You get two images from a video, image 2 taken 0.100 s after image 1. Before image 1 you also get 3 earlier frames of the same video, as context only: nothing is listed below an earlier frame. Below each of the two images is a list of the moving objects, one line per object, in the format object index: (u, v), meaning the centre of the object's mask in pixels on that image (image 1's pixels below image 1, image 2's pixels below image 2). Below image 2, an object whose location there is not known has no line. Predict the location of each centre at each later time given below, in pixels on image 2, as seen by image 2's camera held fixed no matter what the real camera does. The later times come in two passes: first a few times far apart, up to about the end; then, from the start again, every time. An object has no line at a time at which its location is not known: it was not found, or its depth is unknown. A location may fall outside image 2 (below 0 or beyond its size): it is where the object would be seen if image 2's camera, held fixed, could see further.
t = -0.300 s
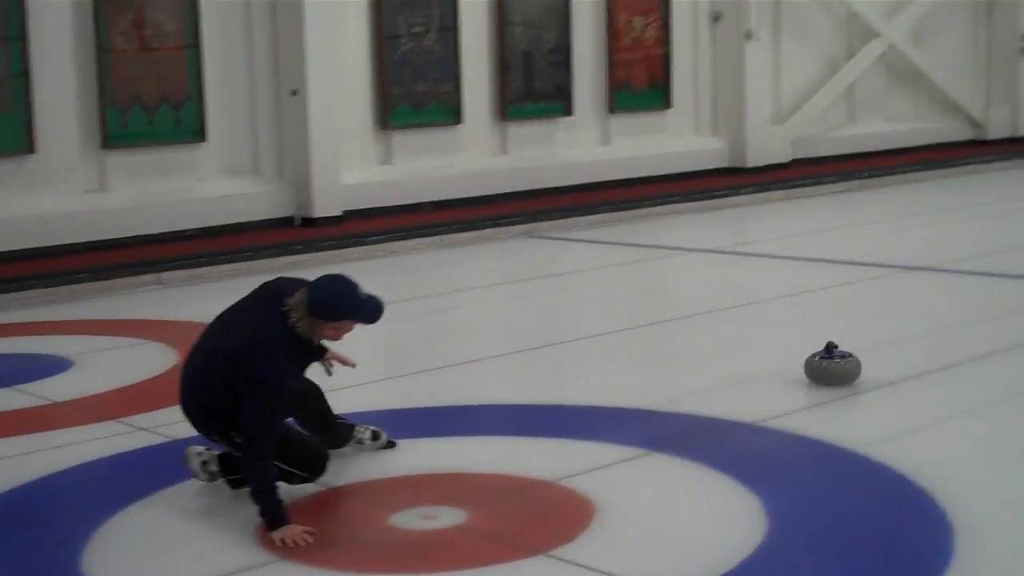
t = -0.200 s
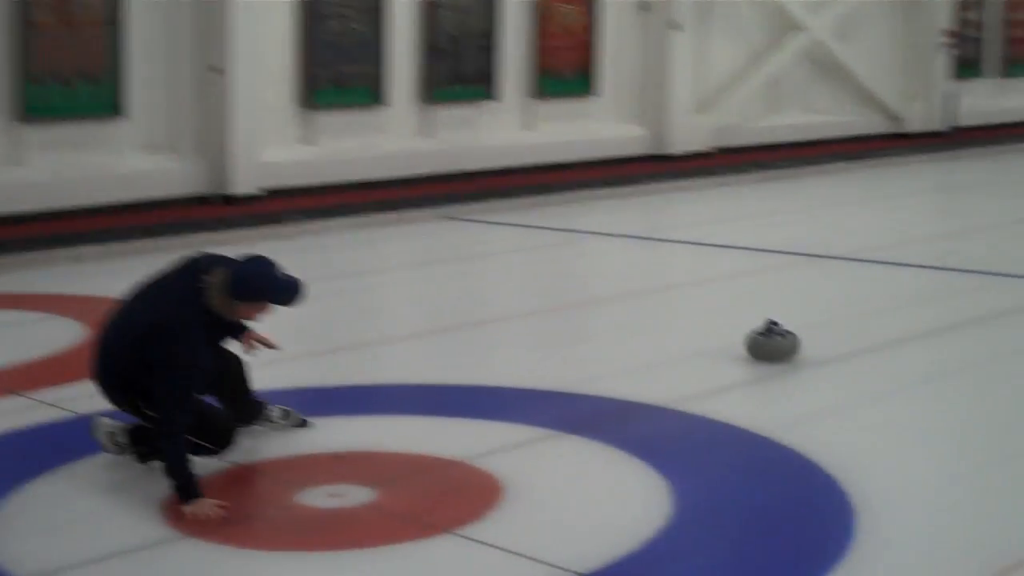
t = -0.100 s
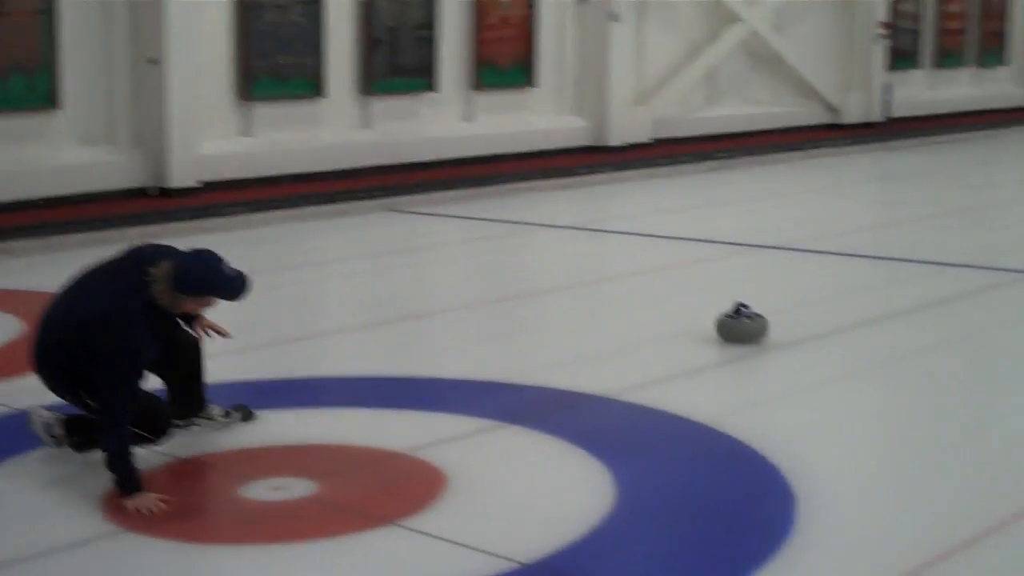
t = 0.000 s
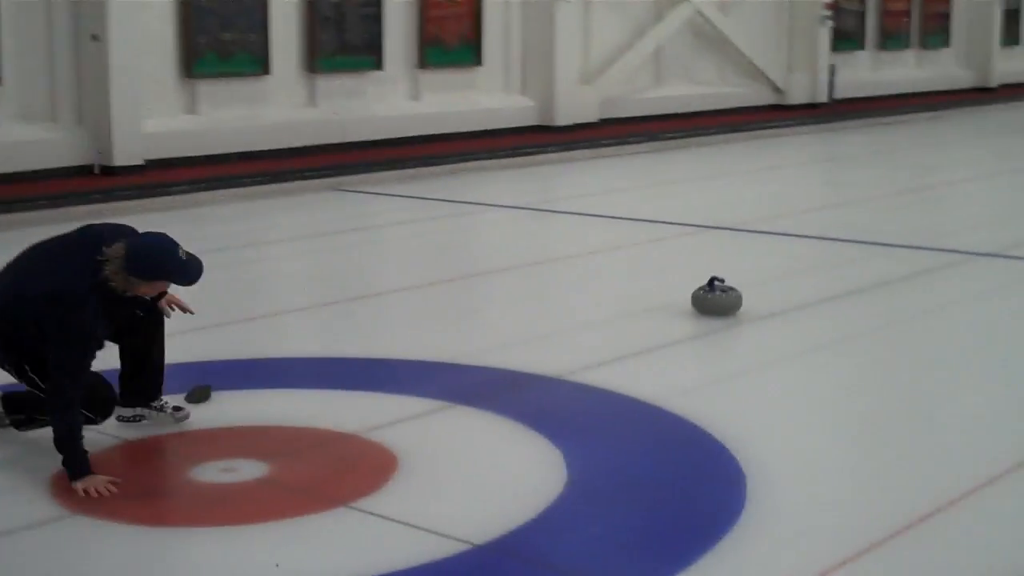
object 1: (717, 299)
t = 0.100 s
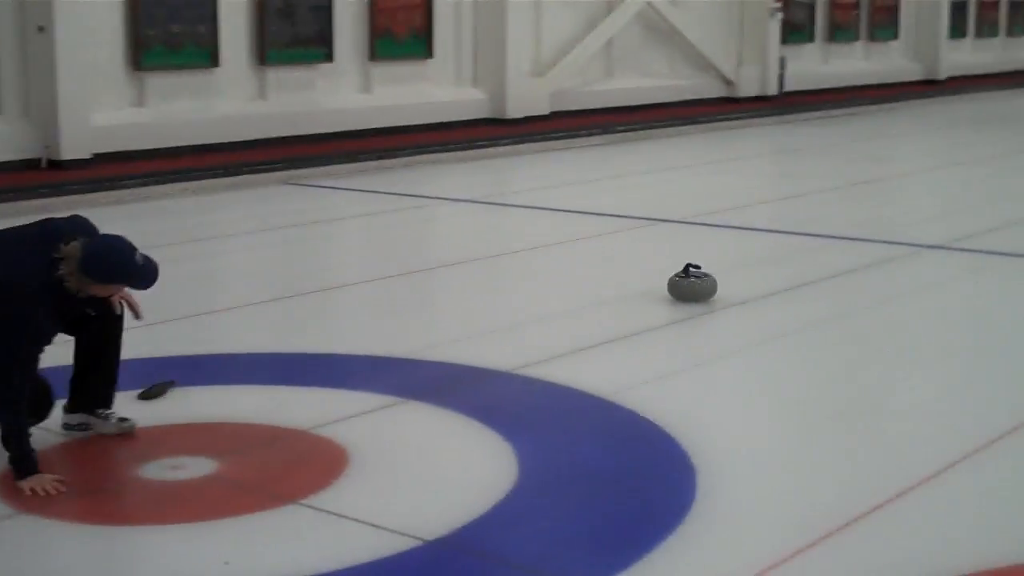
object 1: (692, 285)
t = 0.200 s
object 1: (714, 278)
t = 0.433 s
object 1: (766, 264)
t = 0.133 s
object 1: (699, 281)
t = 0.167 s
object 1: (706, 279)
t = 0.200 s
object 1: (714, 278)
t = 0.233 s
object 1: (722, 276)
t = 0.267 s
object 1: (729, 273)
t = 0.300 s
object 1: (737, 272)
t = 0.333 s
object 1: (745, 270)
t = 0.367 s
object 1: (751, 267)
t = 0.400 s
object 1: (760, 266)
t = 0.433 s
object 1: (766, 264)
